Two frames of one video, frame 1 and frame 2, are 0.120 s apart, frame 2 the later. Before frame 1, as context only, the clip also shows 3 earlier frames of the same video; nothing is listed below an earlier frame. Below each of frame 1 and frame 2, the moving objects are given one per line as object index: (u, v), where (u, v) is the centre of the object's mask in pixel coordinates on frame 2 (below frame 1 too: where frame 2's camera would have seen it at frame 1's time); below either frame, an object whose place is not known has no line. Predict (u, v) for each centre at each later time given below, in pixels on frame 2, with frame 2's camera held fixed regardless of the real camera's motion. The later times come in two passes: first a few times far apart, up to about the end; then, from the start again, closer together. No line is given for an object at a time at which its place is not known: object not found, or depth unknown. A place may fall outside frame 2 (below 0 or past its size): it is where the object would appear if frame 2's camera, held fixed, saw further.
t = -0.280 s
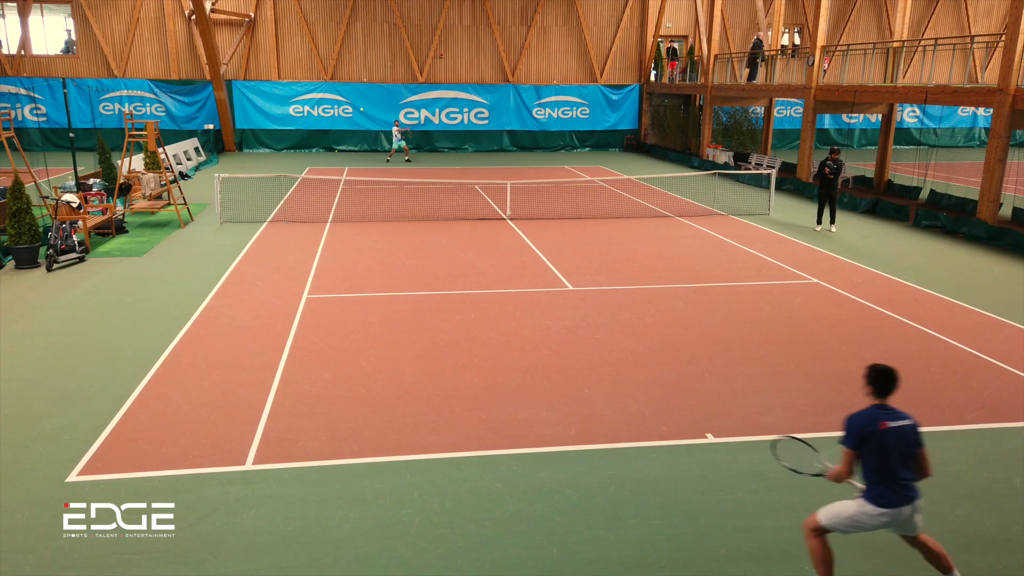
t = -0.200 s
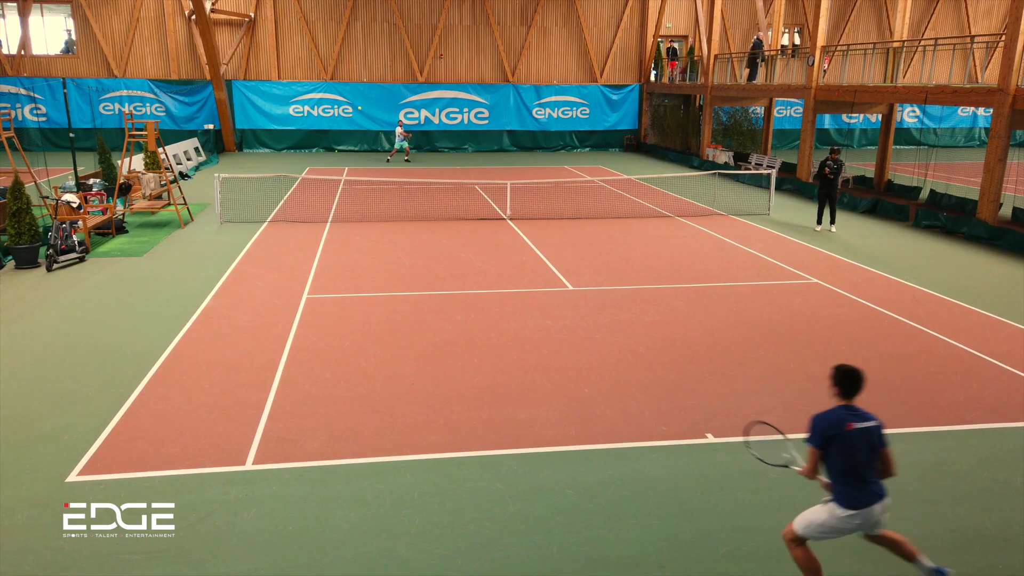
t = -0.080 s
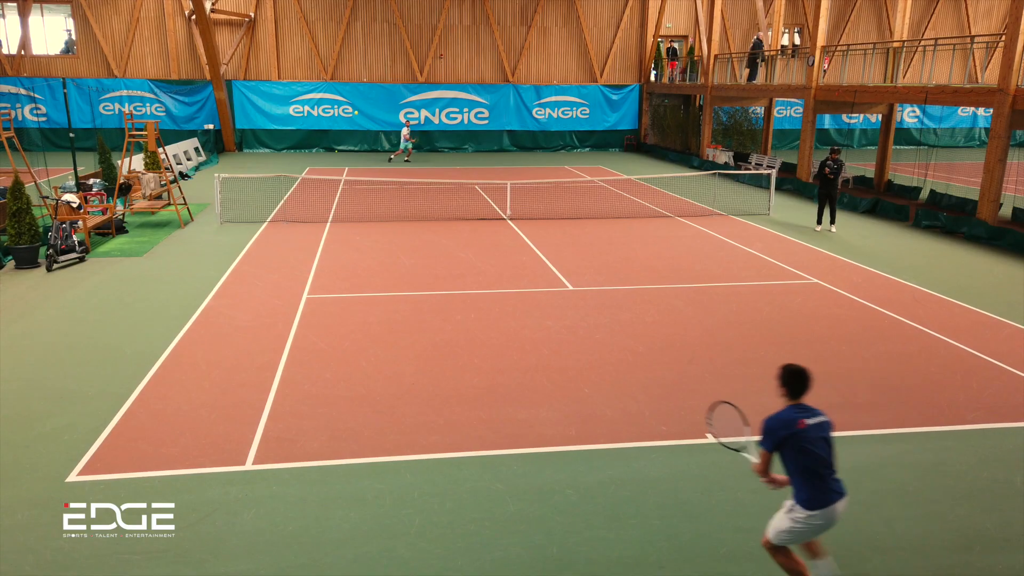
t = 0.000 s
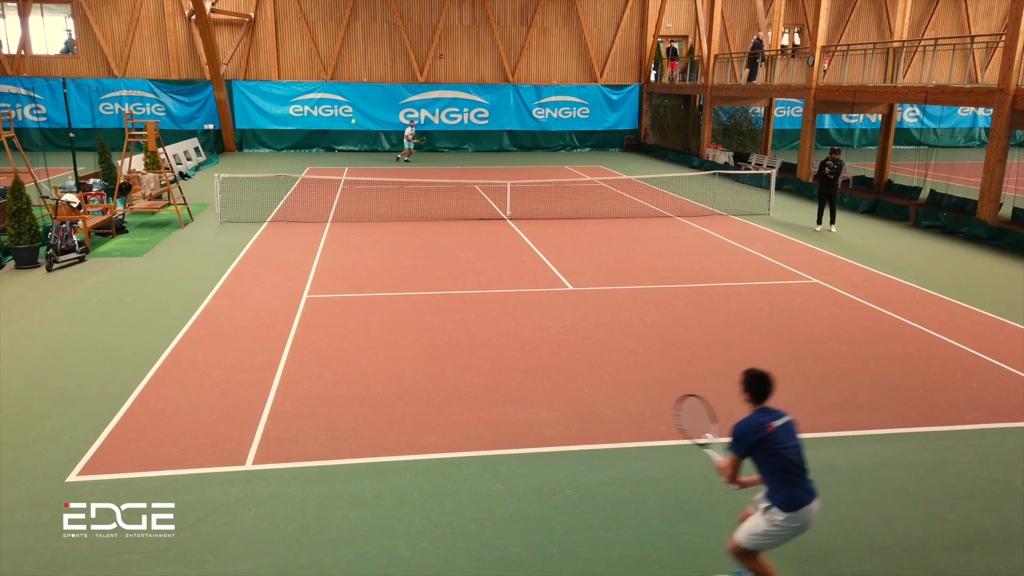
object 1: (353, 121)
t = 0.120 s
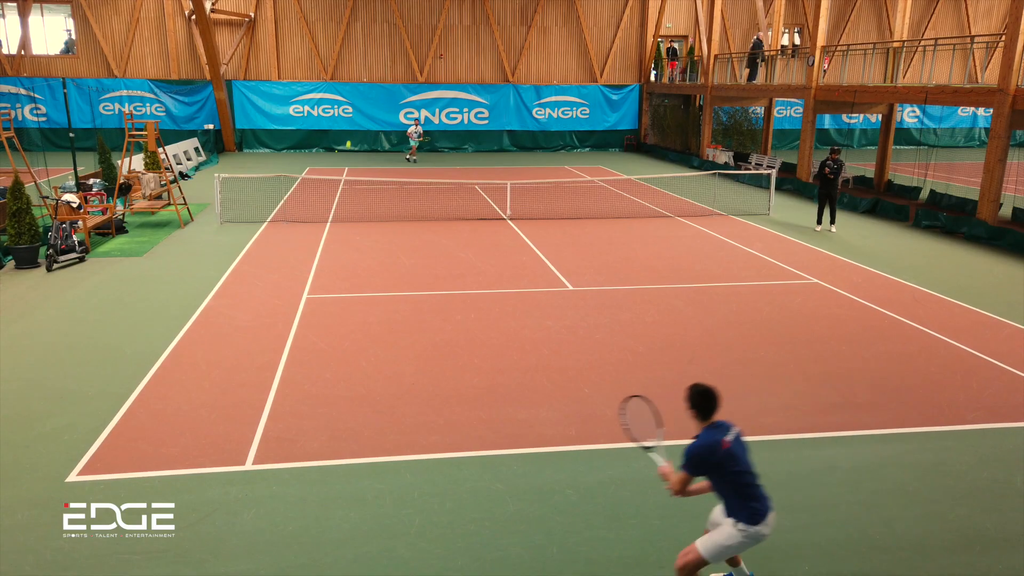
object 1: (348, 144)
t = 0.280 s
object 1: (340, 203)
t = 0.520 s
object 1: (320, 399)
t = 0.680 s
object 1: (302, 393)
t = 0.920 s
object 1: (260, 454)
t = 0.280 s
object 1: (340, 203)
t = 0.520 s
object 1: (320, 399)
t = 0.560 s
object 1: (315, 401)
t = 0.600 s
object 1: (311, 397)
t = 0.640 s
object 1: (307, 394)
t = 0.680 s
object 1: (302, 393)
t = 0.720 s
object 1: (297, 394)
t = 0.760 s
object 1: (291, 399)
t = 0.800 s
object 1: (284, 406)
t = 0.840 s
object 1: (277, 417)
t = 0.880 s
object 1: (269, 432)
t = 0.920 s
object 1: (260, 454)
